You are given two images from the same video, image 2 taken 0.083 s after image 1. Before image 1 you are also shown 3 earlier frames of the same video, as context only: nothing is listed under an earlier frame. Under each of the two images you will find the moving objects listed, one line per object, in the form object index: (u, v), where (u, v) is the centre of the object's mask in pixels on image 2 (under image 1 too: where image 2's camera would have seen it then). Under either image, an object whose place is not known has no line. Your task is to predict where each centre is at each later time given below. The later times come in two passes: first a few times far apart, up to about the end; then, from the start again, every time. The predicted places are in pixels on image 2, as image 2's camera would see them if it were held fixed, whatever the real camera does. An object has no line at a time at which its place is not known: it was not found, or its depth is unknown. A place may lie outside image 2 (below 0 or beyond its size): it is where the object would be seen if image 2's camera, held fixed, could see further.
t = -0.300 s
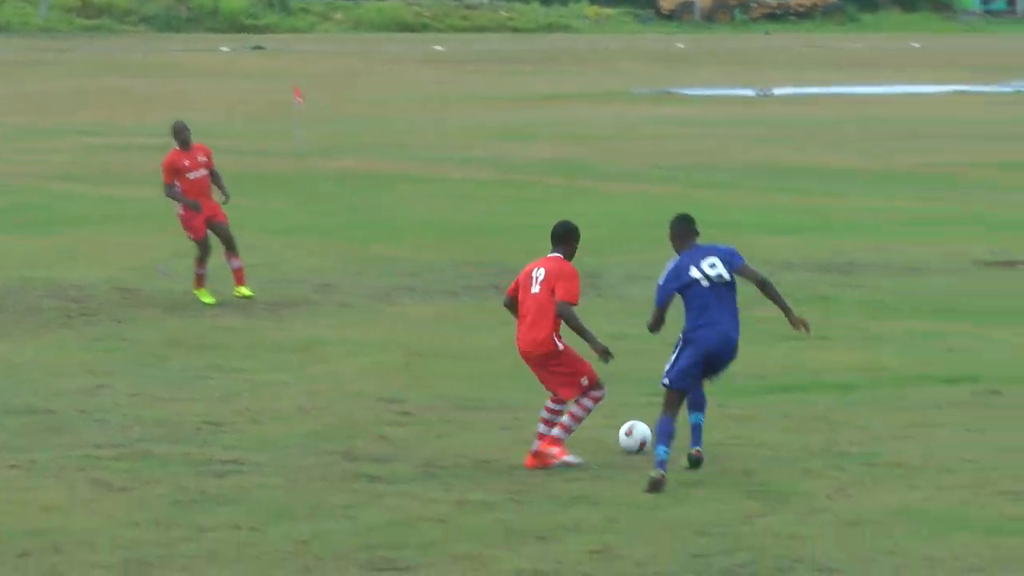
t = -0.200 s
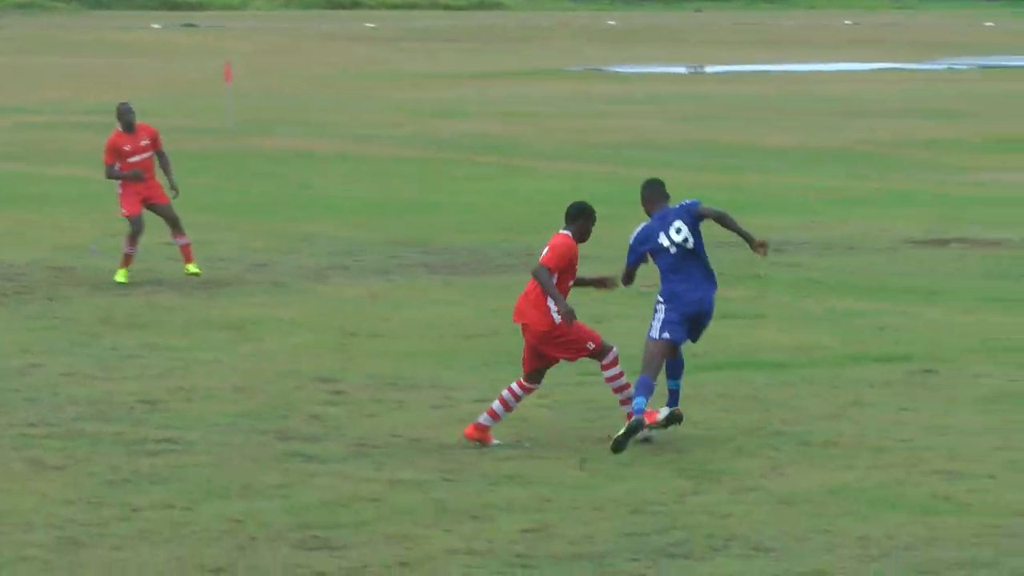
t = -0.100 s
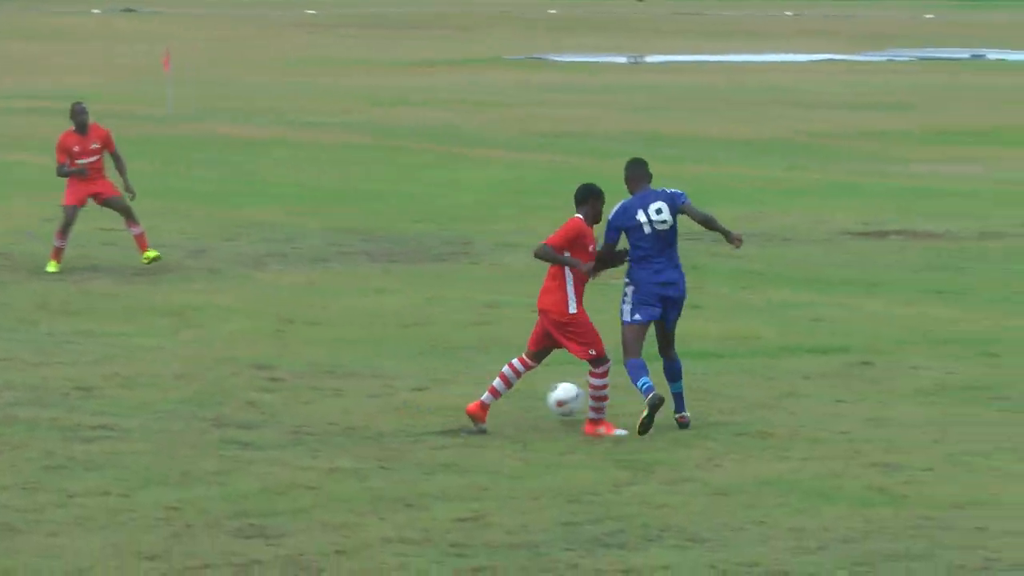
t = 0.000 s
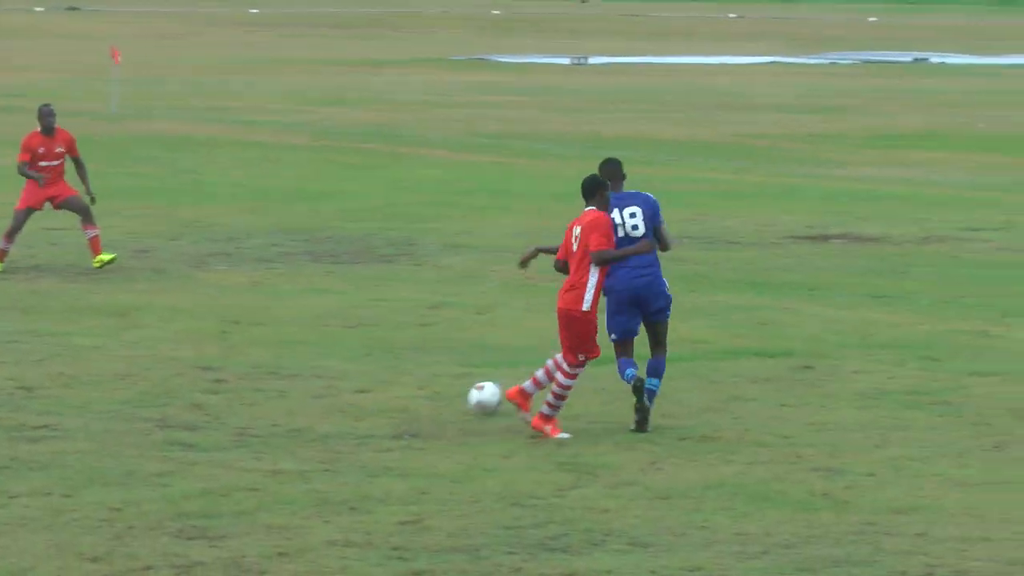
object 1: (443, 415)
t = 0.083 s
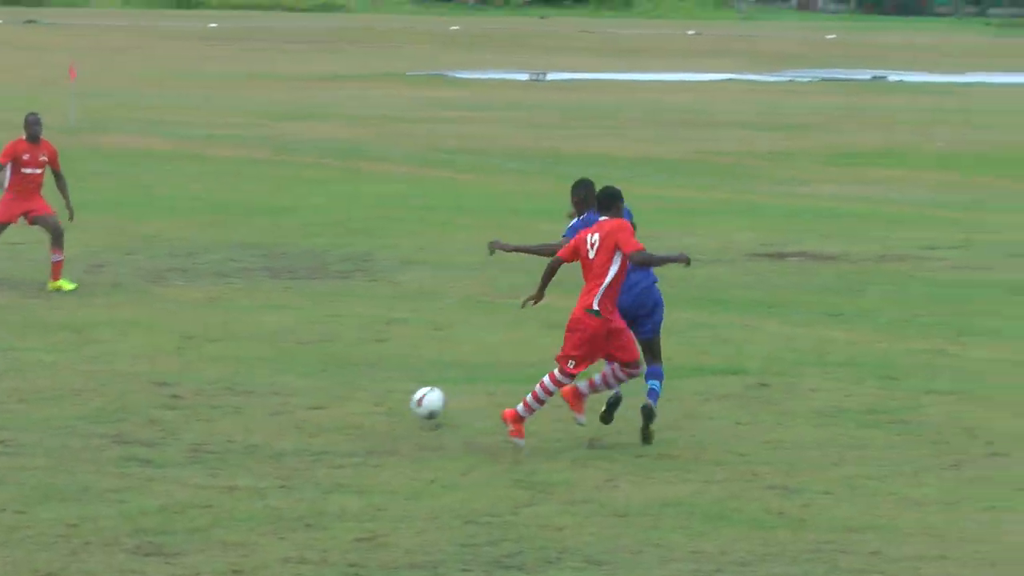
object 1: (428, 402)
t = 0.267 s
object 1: (407, 400)
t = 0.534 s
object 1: (396, 389)
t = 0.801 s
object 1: (400, 382)
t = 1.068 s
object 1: (419, 378)
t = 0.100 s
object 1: (428, 400)
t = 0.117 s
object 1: (425, 397)
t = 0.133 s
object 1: (421, 396)
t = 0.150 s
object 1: (420, 395)
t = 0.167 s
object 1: (417, 394)
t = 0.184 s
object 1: (415, 398)
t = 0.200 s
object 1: (413, 399)
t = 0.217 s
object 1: (410, 399)
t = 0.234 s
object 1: (409, 399)
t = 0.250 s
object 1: (410, 399)
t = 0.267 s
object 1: (407, 400)
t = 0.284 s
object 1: (407, 402)
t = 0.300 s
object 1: (405, 404)
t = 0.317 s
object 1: (403, 404)
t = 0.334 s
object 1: (403, 402)
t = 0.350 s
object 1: (403, 399)
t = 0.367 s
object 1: (402, 396)
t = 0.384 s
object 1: (402, 393)
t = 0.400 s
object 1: (402, 391)
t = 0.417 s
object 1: (400, 390)
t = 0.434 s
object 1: (398, 389)
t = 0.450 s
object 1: (399, 388)
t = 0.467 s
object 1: (399, 388)
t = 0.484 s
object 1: (397, 388)
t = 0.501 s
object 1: (397, 388)
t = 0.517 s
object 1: (396, 388)
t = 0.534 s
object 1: (396, 389)
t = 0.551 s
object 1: (395, 390)
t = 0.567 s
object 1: (395, 389)
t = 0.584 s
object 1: (395, 388)
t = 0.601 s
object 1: (394, 387)
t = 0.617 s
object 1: (395, 387)
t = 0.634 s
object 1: (395, 386)
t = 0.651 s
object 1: (394, 386)
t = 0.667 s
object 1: (395, 386)
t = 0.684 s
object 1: (394, 387)
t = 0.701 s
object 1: (394, 388)
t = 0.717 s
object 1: (395, 387)
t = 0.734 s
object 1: (396, 387)
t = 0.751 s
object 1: (396, 387)
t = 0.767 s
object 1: (397, 386)
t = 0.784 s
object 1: (398, 384)
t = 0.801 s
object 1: (400, 382)
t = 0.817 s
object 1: (400, 380)
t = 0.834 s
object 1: (401, 380)
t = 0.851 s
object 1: (402, 380)
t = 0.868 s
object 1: (403, 380)
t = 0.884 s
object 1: (403, 379)
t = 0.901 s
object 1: (404, 379)
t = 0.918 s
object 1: (405, 380)
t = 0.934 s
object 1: (406, 380)
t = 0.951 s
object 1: (407, 378)
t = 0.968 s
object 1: (409, 378)
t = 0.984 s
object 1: (410, 378)
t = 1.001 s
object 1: (412, 380)
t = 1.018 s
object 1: (413, 381)
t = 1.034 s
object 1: (414, 380)
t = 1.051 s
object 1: (416, 378)
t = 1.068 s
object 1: (419, 378)
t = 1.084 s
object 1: (420, 378)
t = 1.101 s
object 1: (422, 378)
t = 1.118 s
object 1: (424, 381)
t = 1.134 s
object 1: (426, 381)
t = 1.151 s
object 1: (428, 379)
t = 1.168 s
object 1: (430, 378)
